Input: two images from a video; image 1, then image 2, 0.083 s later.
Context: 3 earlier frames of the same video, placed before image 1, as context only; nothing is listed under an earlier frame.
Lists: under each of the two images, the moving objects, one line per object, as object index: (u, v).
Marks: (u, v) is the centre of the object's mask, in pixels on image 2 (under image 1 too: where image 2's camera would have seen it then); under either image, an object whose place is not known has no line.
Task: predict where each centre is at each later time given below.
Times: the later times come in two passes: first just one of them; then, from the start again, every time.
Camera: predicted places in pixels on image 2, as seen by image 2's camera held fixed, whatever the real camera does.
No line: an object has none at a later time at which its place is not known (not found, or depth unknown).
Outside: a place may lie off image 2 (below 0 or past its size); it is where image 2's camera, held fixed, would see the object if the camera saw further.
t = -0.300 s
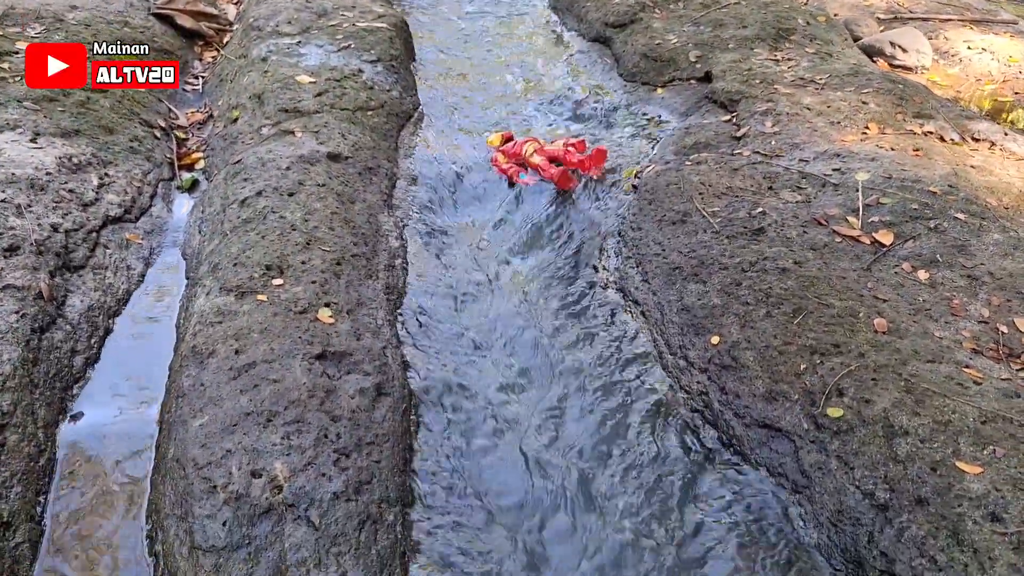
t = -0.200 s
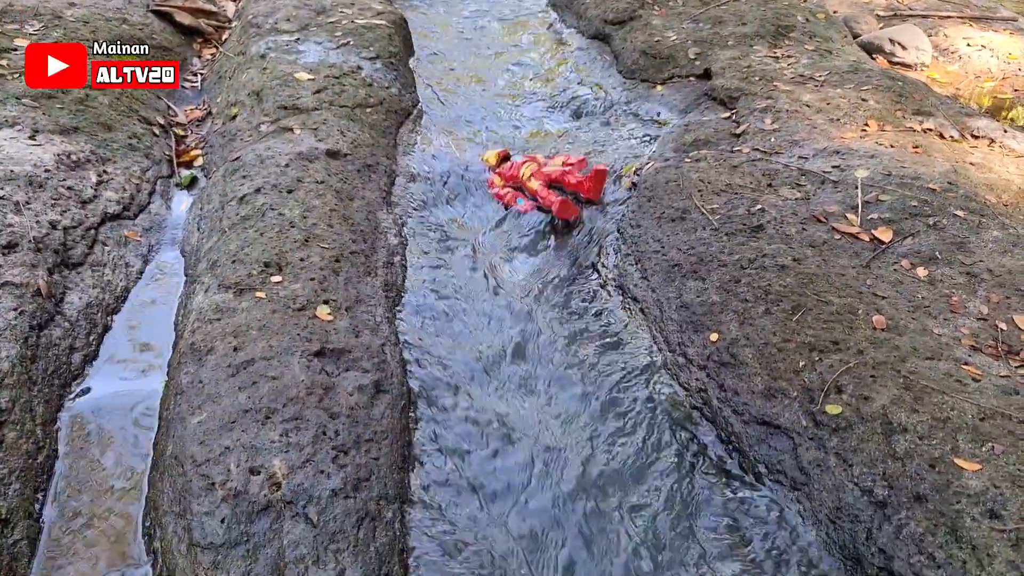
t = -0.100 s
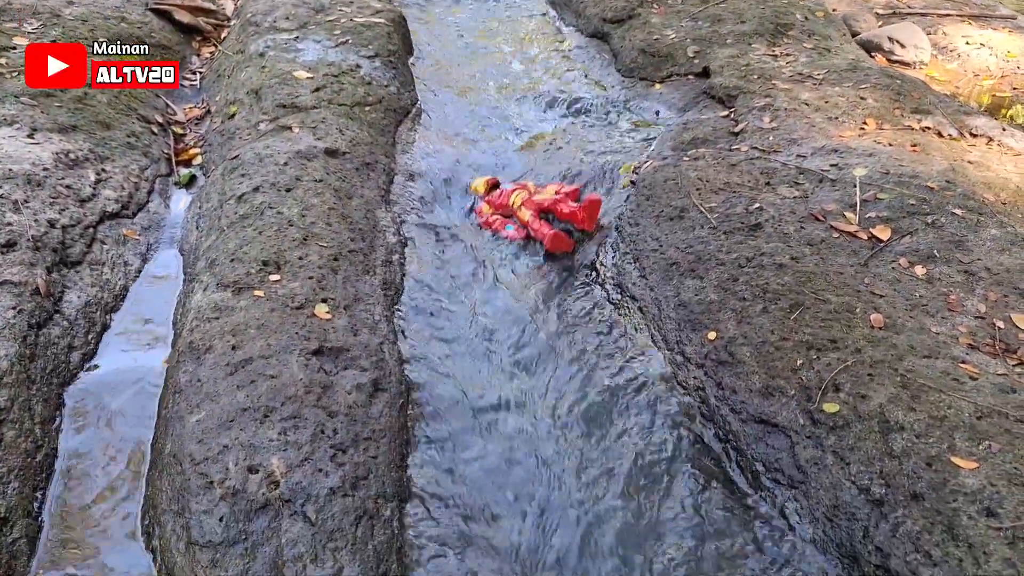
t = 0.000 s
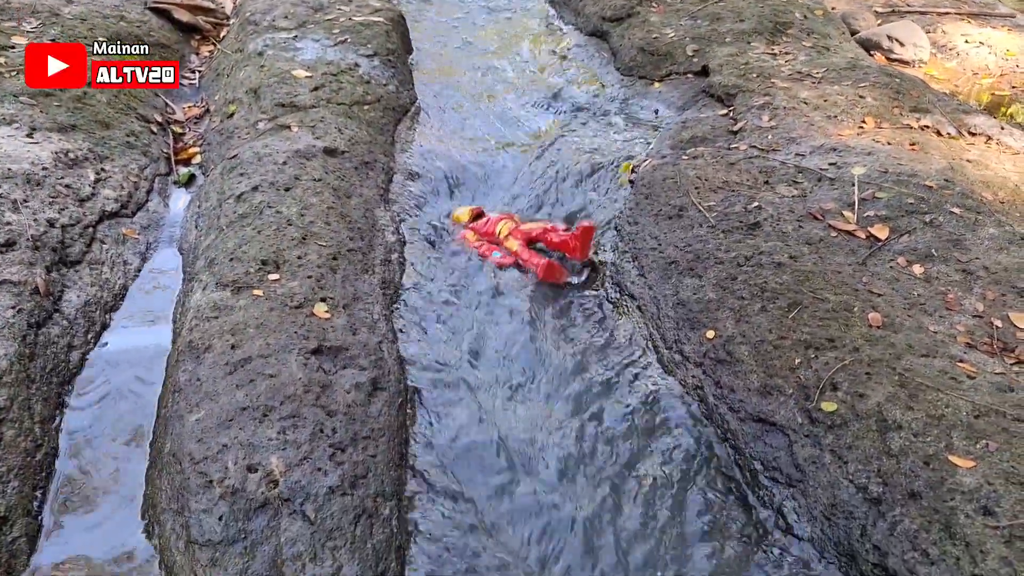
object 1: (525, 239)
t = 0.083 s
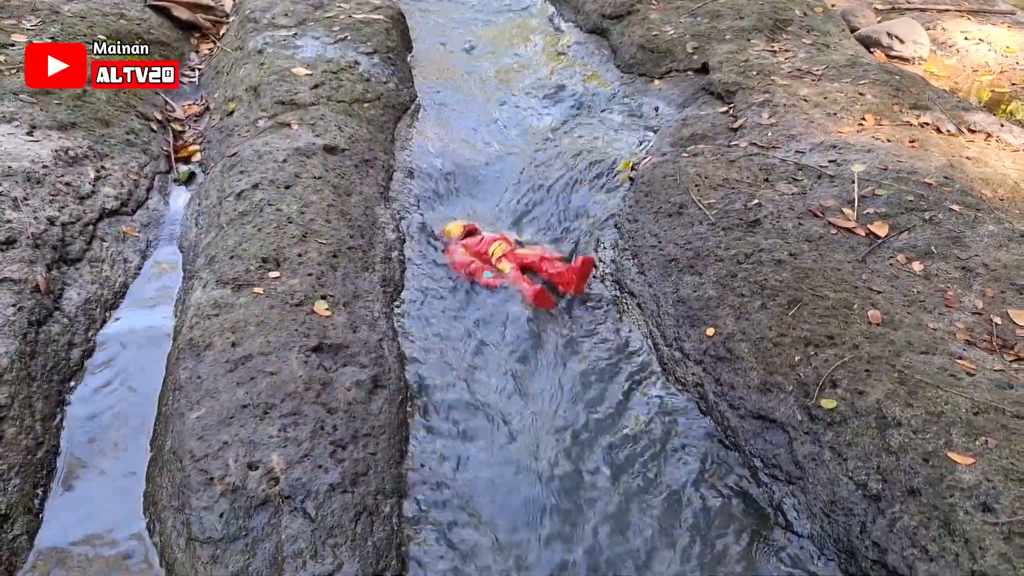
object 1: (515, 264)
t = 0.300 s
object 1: (515, 346)
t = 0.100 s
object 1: (511, 269)
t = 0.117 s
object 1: (508, 274)
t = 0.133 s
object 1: (507, 279)
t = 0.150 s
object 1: (506, 284)
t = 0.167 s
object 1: (507, 291)
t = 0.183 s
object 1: (508, 297)
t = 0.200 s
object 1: (509, 303)
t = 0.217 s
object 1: (509, 309)
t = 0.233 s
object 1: (510, 316)
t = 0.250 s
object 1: (510, 323)
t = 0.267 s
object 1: (511, 330)
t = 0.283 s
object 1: (513, 338)
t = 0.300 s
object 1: (515, 346)
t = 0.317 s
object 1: (518, 354)
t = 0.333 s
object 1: (519, 363)
